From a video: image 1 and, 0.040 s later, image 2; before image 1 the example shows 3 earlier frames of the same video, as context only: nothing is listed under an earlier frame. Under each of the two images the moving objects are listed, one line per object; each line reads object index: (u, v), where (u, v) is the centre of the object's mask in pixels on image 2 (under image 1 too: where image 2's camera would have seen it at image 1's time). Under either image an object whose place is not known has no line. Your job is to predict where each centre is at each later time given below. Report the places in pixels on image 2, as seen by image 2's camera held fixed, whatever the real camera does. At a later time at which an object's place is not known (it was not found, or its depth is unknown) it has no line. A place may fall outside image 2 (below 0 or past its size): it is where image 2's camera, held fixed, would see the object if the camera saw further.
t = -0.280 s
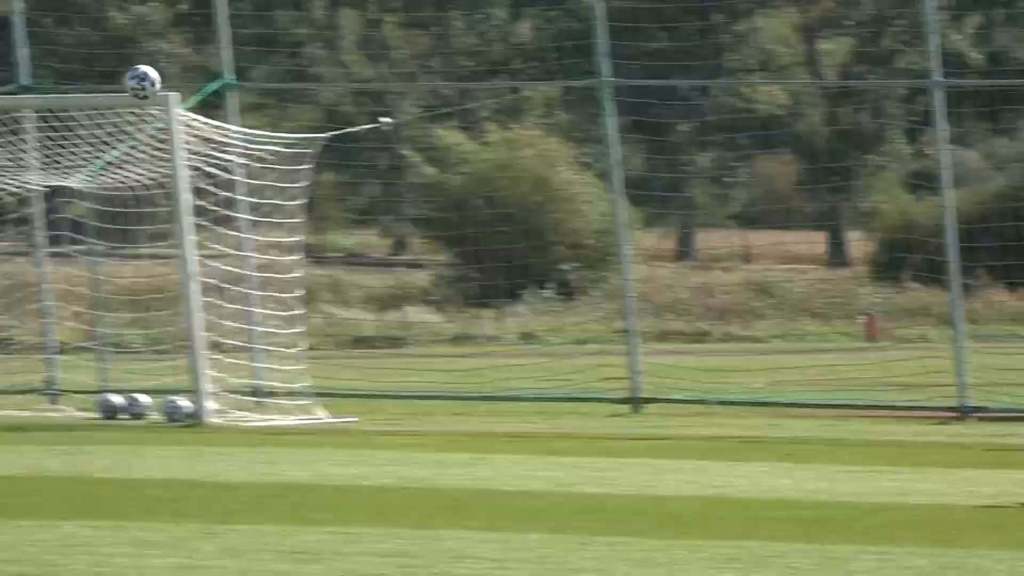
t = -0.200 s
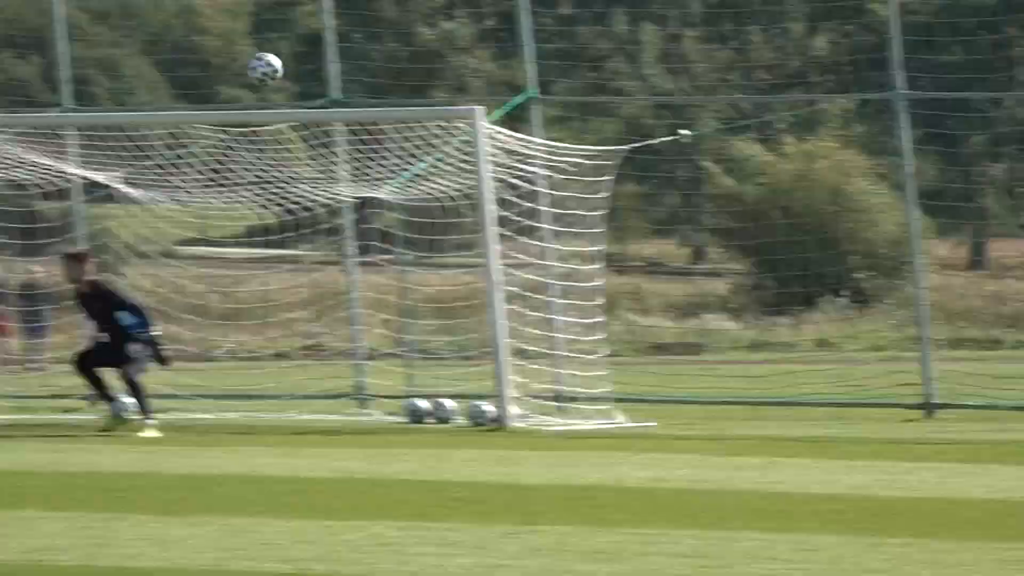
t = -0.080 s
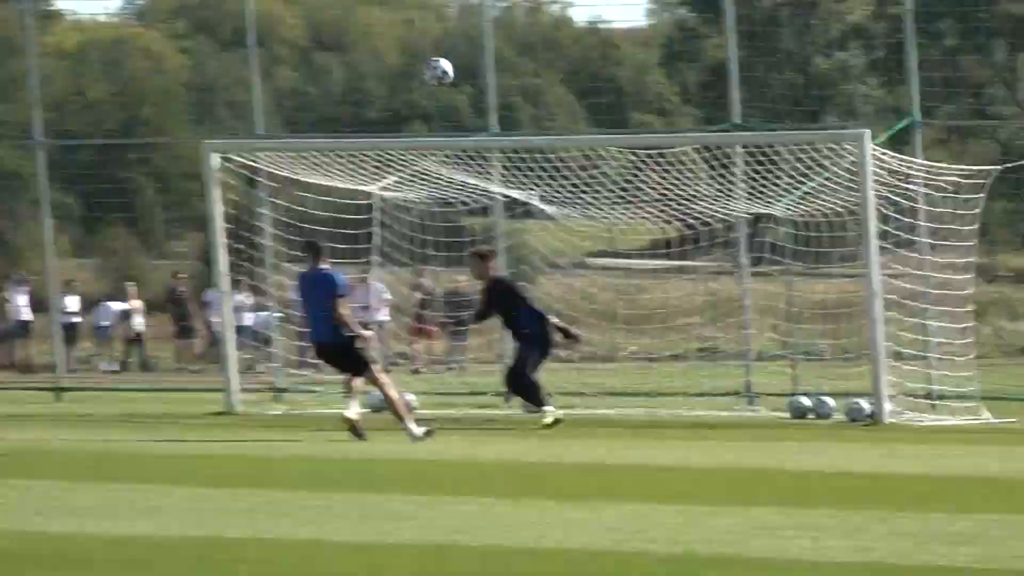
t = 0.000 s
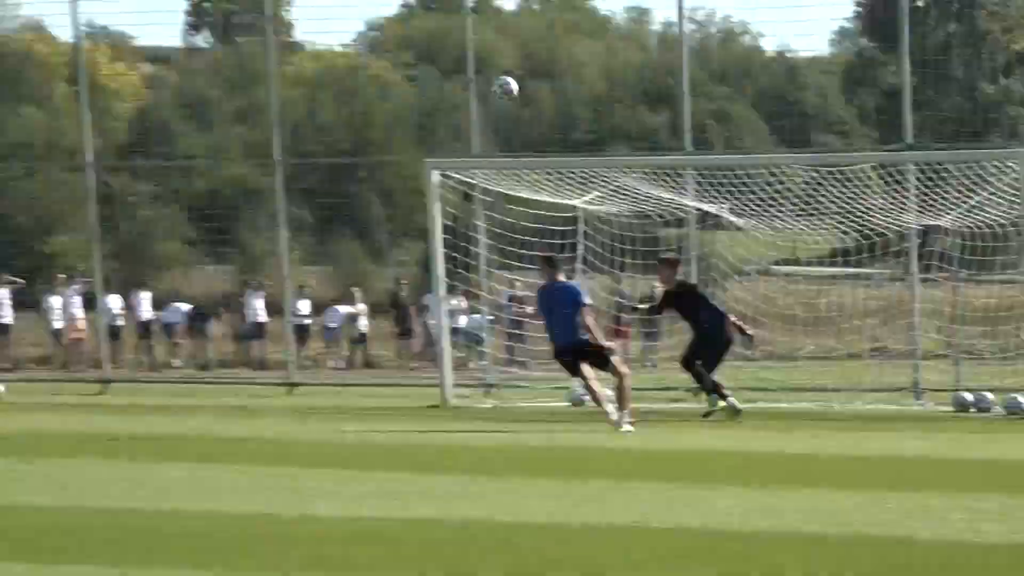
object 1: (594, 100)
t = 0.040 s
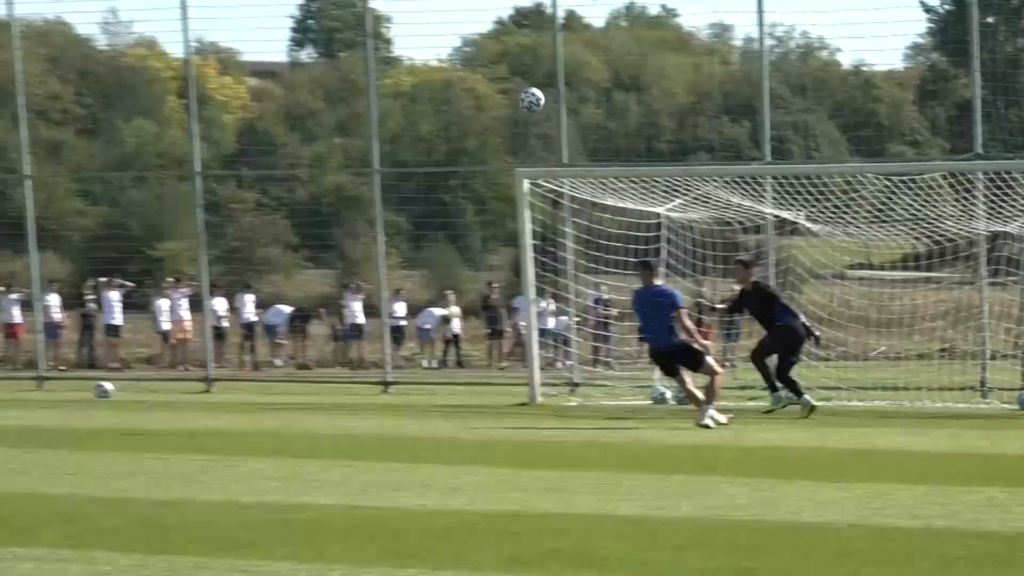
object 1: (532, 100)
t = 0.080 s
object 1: (472, 99)
